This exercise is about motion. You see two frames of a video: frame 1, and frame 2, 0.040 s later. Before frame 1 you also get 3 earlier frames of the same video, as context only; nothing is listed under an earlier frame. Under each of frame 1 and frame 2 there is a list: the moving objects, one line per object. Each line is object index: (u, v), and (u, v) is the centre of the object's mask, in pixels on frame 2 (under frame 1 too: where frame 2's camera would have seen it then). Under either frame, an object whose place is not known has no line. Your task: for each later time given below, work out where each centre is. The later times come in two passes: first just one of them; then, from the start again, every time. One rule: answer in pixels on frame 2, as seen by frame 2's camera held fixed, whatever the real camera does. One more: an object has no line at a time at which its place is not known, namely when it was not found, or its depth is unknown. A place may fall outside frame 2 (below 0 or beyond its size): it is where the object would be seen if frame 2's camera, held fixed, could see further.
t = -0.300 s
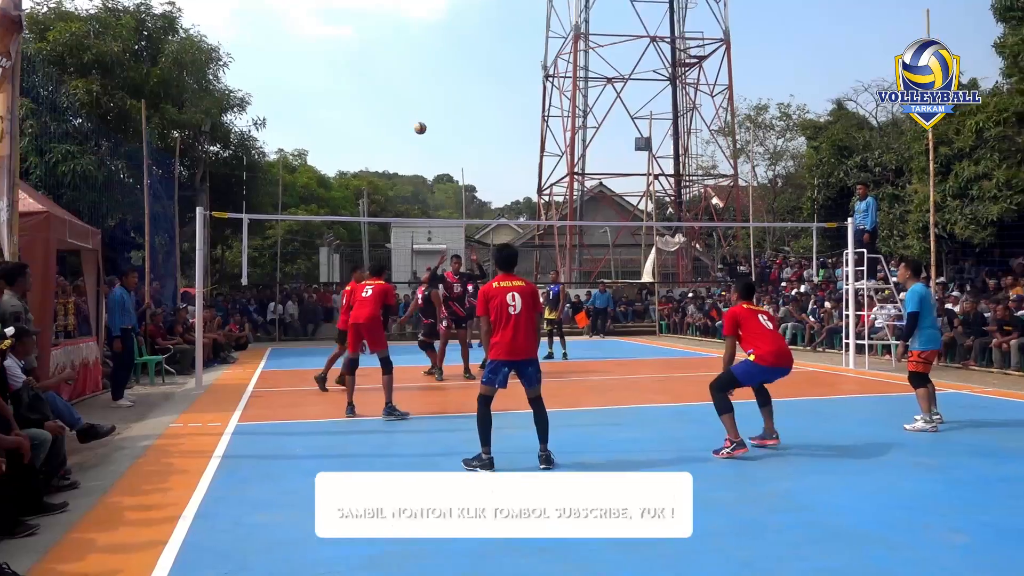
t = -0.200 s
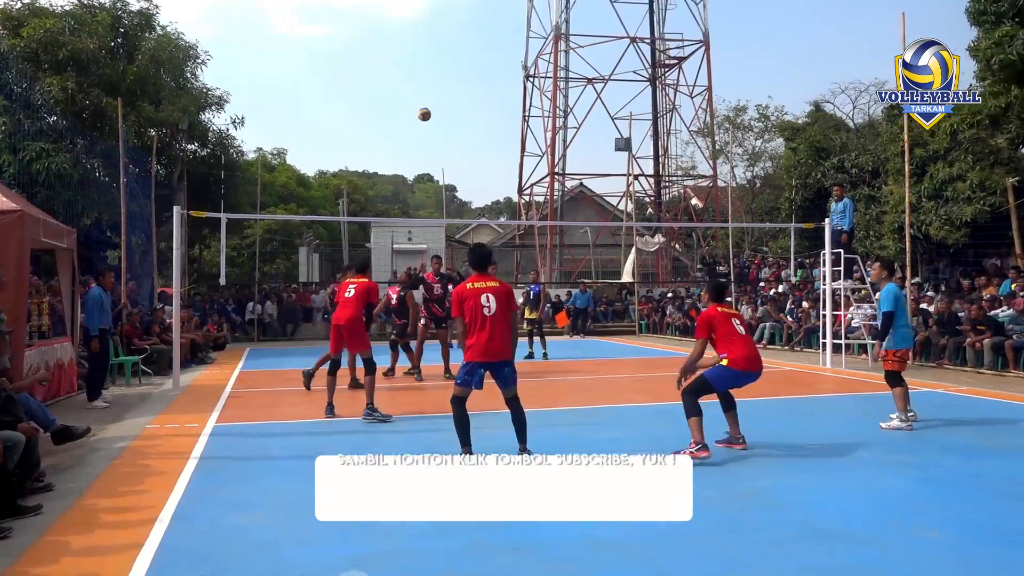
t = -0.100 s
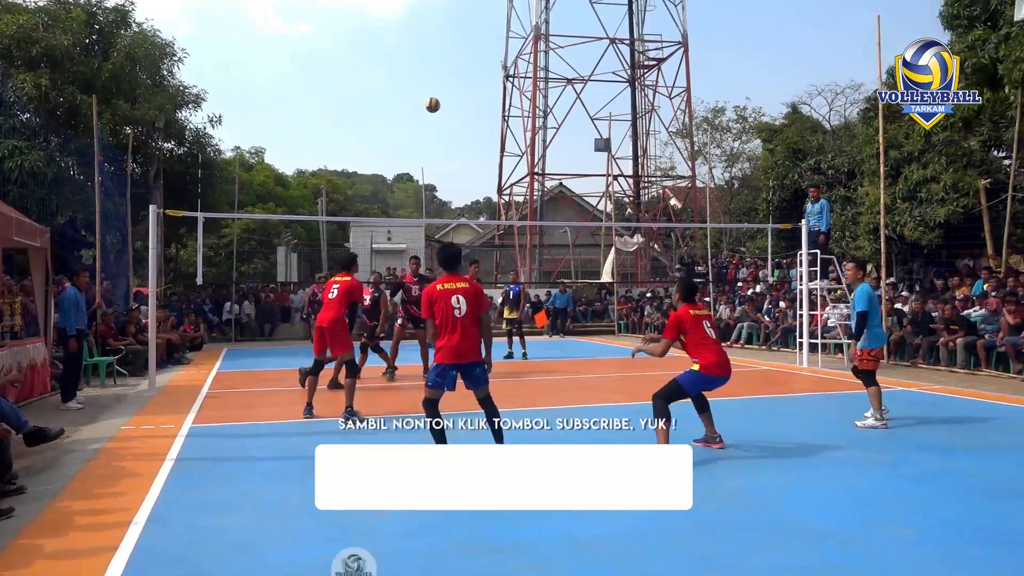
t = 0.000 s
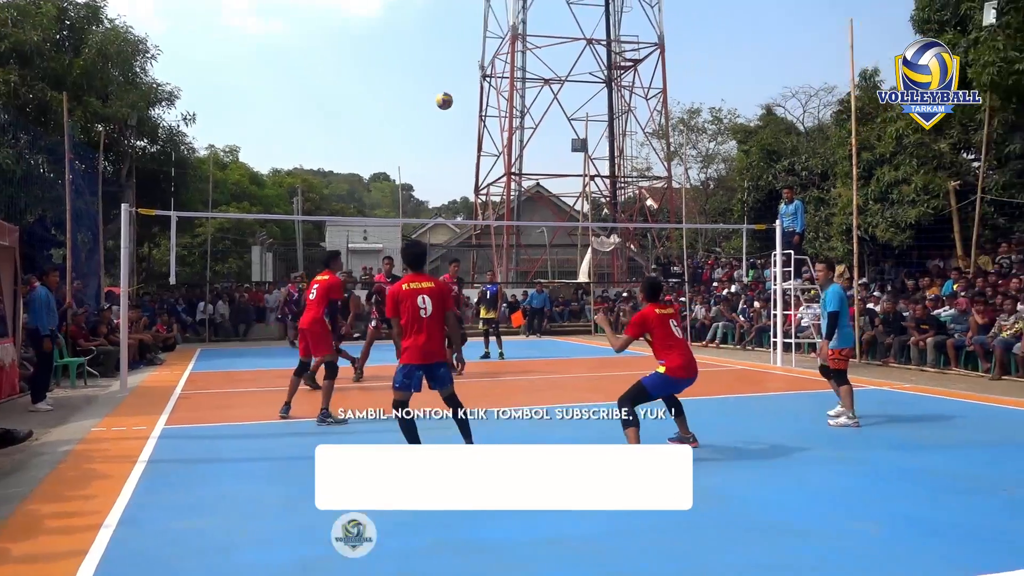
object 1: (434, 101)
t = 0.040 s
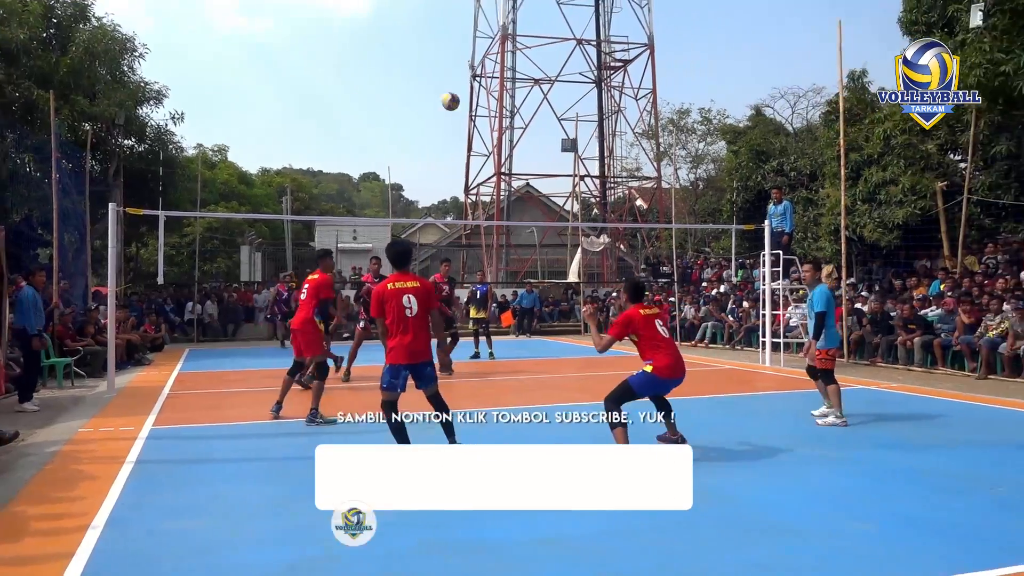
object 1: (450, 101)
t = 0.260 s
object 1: (581, 139)
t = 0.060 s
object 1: (459, 102)
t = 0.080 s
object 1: (469, 104)
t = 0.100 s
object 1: (478, 105)
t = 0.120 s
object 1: (489, 107)
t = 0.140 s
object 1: (500, 110)
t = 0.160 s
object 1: (511, 113)
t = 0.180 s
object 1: (523, 117)
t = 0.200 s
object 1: (537, 121)
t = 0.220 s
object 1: (551, 126)
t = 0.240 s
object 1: (565, 132)
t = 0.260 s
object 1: (581, 139)
